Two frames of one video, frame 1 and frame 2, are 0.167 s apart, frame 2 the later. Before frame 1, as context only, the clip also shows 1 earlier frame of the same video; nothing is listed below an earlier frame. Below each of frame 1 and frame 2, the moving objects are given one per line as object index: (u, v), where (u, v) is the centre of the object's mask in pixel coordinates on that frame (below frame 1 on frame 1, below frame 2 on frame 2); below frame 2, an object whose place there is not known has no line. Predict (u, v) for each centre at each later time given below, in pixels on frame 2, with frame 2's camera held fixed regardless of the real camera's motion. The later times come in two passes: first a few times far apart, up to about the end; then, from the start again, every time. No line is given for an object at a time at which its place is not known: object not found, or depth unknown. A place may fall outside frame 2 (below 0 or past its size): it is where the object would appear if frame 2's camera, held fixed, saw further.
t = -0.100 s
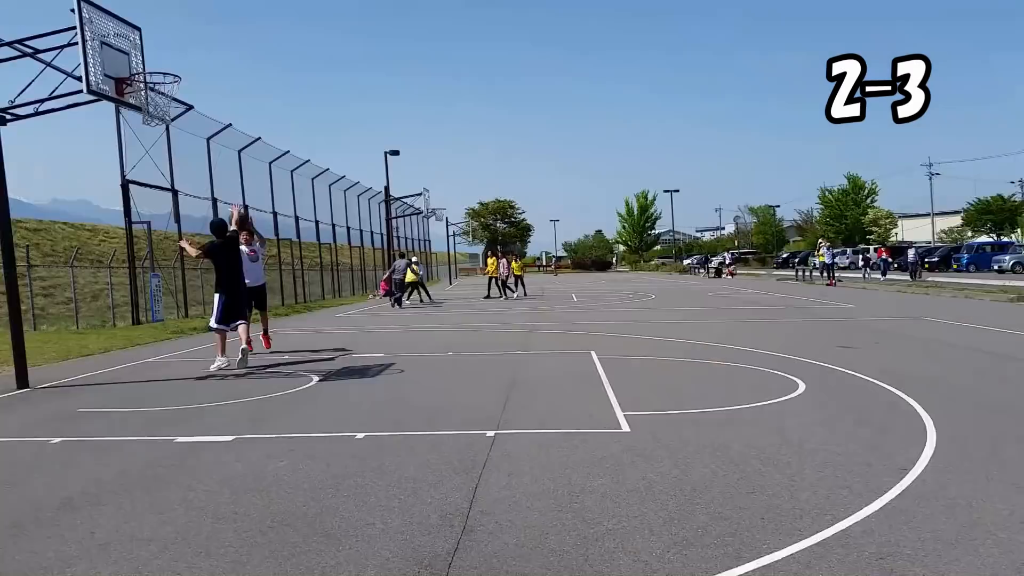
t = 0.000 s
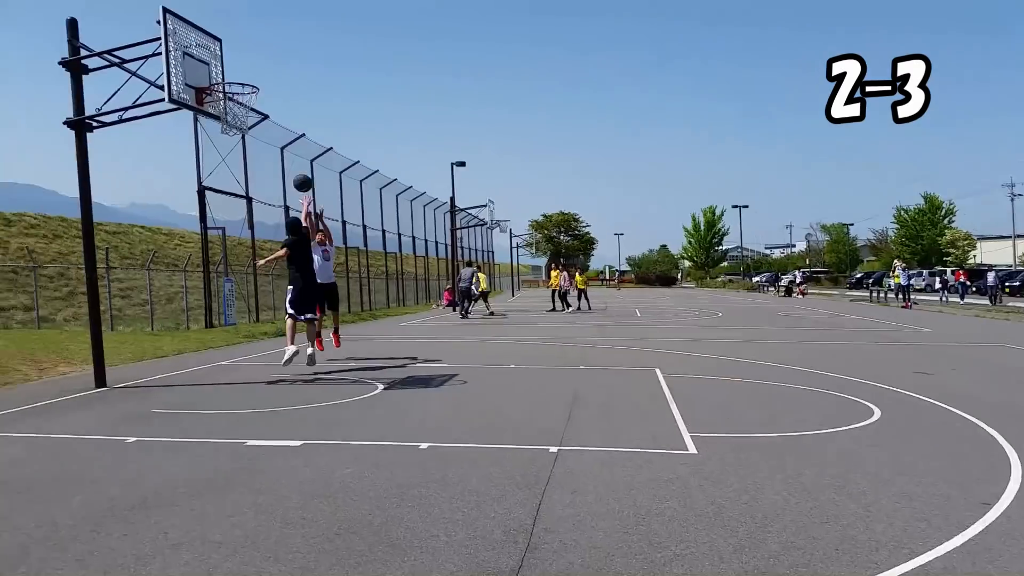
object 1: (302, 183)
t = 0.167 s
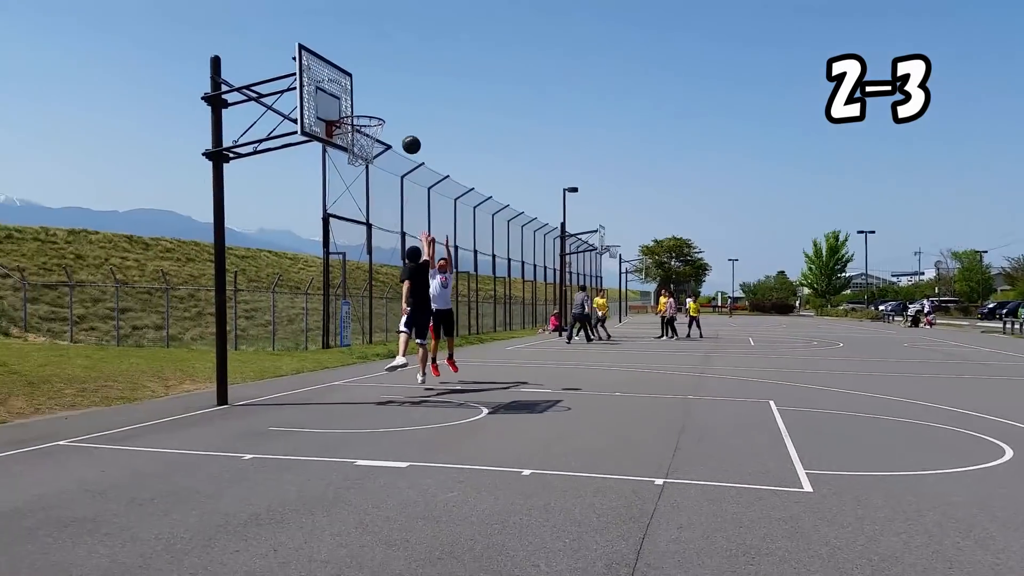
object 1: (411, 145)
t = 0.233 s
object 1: (409, 123)
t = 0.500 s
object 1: (401, 61)
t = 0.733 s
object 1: (387, 49)
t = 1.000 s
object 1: (368, 96)
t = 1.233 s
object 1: (362, 82)
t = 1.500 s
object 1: (364, 99)
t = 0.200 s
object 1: (409, 133)
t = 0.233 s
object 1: (409, 123)
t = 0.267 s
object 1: (408, 113)
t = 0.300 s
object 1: (407, 103)
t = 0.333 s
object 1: (407, 94)
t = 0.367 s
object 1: (408, 86)
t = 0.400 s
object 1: (407, 80)
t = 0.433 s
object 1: (405, 73)
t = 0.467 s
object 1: (402, 66)
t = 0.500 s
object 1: (401, 61)
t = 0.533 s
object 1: (400, 57)
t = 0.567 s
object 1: (397, 54)
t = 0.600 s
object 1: (394, 51)
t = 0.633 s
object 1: (392, 49)
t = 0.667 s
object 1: (391, 48)
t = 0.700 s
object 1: (389, 48)
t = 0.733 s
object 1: (387, 49)
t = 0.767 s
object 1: (385, 52)
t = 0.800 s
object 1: (383, 55)
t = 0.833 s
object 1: (379, 59)
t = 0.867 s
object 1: (377, 63)
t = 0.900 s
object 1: (376, 70)
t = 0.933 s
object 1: (373, 77)
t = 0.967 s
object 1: (371, 86)
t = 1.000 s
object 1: (368, 96)
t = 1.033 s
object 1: (366, 107)
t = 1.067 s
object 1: (365, 103)
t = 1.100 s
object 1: (363, 96)
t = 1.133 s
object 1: (362, 91)
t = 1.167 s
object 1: (362, 88)
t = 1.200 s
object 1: (362, 84)
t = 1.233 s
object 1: (362, 82)
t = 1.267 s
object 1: (362, 81)
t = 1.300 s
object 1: (362, 81)
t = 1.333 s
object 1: (361, 81)
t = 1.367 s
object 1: (361, 84)
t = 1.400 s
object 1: (362, 87)
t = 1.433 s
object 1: (361, 91)
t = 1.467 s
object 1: (360, 94)
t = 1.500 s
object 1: (364, 99)
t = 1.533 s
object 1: (368, 103)
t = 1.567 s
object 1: (370, 108)
